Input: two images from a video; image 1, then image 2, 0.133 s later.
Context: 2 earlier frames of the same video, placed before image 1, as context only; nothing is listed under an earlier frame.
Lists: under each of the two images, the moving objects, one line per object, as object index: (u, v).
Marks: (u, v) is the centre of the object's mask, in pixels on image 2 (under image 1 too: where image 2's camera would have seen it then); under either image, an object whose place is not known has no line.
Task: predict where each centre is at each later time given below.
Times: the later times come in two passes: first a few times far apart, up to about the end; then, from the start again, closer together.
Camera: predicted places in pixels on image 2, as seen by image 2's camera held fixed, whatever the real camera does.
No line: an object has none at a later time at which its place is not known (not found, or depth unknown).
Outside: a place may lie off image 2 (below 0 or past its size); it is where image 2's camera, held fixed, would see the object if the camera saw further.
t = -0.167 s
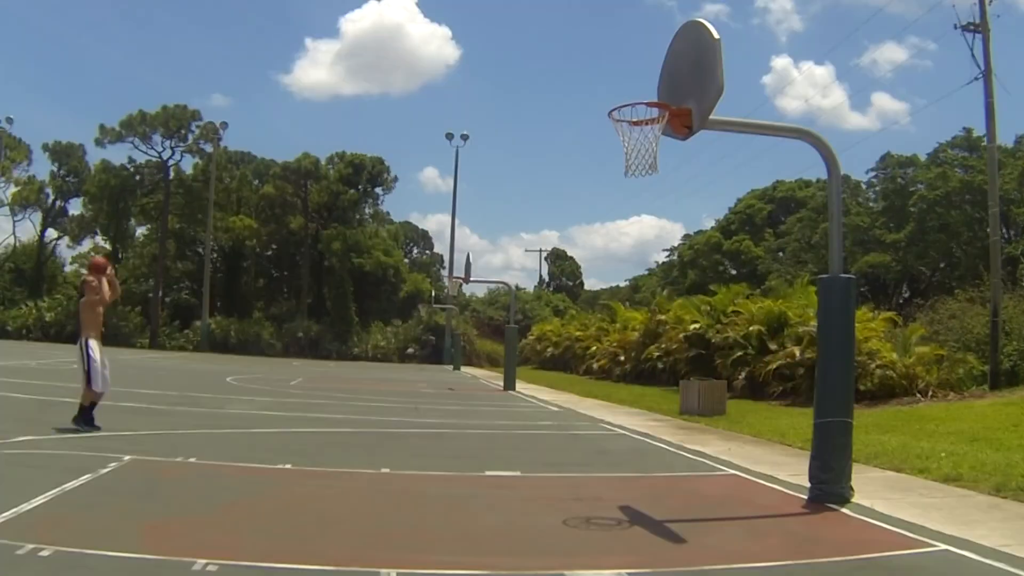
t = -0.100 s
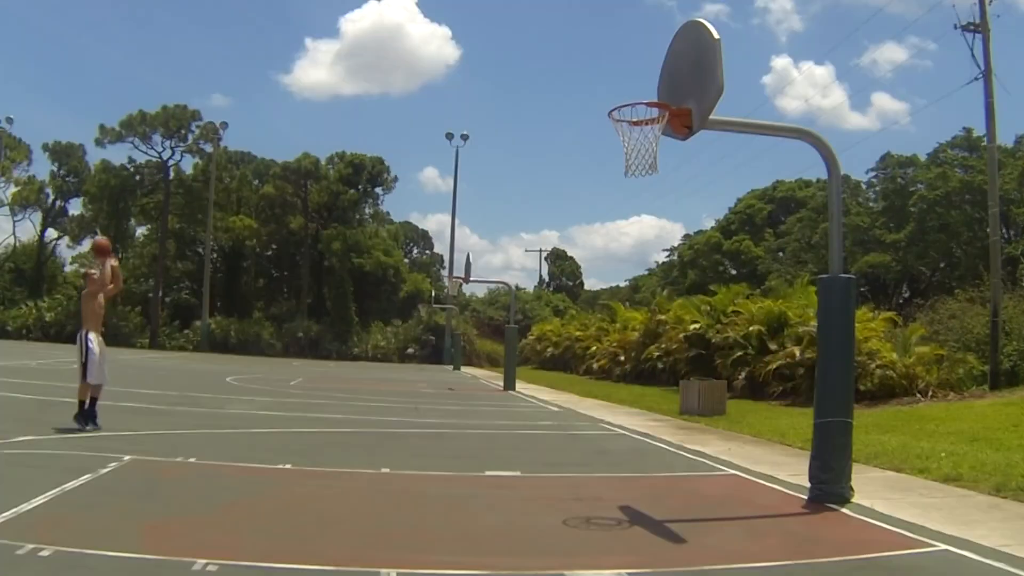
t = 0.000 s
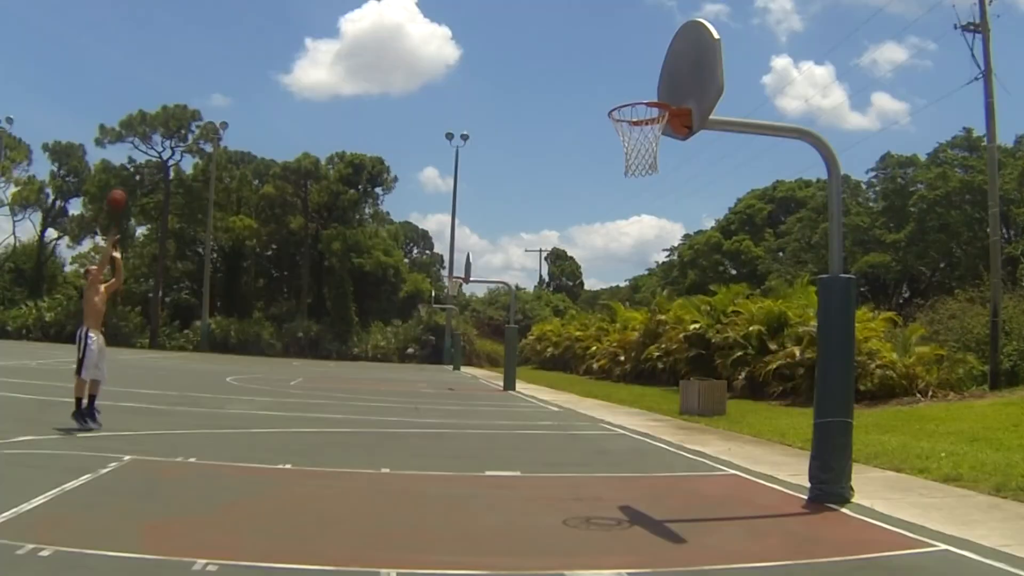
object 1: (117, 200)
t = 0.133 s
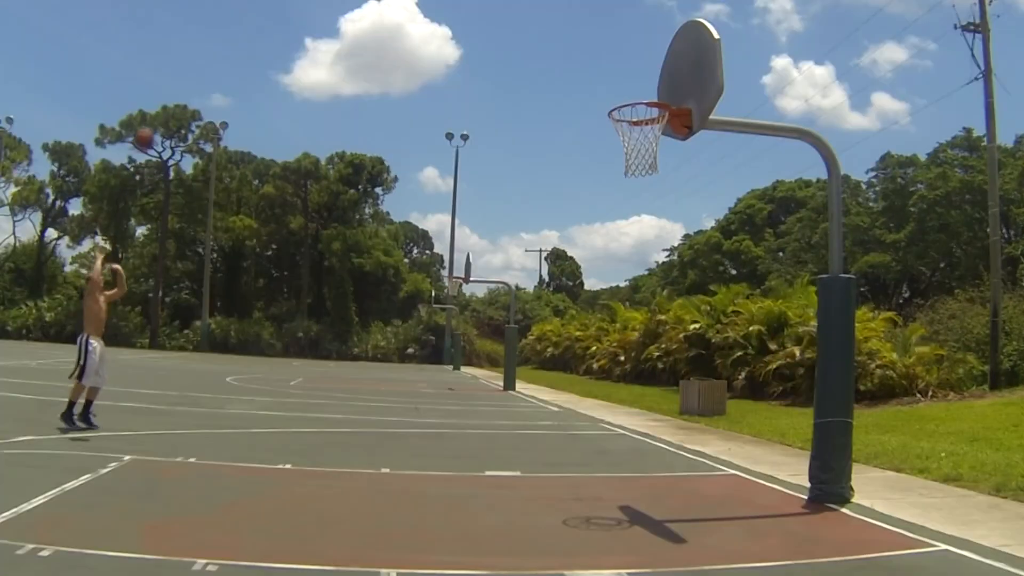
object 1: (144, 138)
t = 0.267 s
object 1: (171, 93)
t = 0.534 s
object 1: (224, 43)
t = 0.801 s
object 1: (275, 52)
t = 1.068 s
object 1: (327, 133)
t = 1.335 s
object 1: (387, 305)
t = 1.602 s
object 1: (438, 406)
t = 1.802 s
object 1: (453, 277)
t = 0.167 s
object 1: (150, 126)
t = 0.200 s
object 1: (158, 114)
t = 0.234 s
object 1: (164, 104)
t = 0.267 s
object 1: (171, 93)
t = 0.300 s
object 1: (178, 83)
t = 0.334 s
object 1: (184, 75)
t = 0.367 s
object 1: (191, 67)
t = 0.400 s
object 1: (198, 61)
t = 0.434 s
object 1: (204, 55)
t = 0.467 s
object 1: (210, 50)
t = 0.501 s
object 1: (217, 46)
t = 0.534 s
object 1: (224, 43)
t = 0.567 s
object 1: (230, 41)
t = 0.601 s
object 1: (236, 39)
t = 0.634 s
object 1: (243, 39)
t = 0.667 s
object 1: (249, 40)
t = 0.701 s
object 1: (256, 41)
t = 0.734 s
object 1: (262, 44)
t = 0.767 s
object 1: (268, 48)
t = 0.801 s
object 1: (275, 52)
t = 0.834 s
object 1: (281, 58)
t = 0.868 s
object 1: (287, 65)
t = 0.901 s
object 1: (294, 74)
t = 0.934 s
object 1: (300, 83)
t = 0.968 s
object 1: (307, 94)
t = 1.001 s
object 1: (313, 106)
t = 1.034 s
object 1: (320, 119)
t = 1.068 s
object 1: (327, 133)
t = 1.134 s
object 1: (341, 167)
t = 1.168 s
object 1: (349, 185)
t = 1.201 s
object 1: (355, 205)
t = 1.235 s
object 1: (363, 227)
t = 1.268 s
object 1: (371, 251)
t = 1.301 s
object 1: (378, 278)
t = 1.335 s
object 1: (387, 305)
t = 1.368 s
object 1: (396, 330)
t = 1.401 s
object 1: (403, 362)
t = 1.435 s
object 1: (411, 394)
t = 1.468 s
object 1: (420, 427)
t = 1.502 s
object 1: (428, 461)
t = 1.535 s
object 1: (433, 458)
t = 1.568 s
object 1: (436, 432)
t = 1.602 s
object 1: (438, 406)
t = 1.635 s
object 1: (440, 382)
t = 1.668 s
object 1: (443, 358)
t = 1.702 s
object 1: (447, 336)
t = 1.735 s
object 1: (448, 315)
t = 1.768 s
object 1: (450, 294)
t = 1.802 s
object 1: (453, 277)
